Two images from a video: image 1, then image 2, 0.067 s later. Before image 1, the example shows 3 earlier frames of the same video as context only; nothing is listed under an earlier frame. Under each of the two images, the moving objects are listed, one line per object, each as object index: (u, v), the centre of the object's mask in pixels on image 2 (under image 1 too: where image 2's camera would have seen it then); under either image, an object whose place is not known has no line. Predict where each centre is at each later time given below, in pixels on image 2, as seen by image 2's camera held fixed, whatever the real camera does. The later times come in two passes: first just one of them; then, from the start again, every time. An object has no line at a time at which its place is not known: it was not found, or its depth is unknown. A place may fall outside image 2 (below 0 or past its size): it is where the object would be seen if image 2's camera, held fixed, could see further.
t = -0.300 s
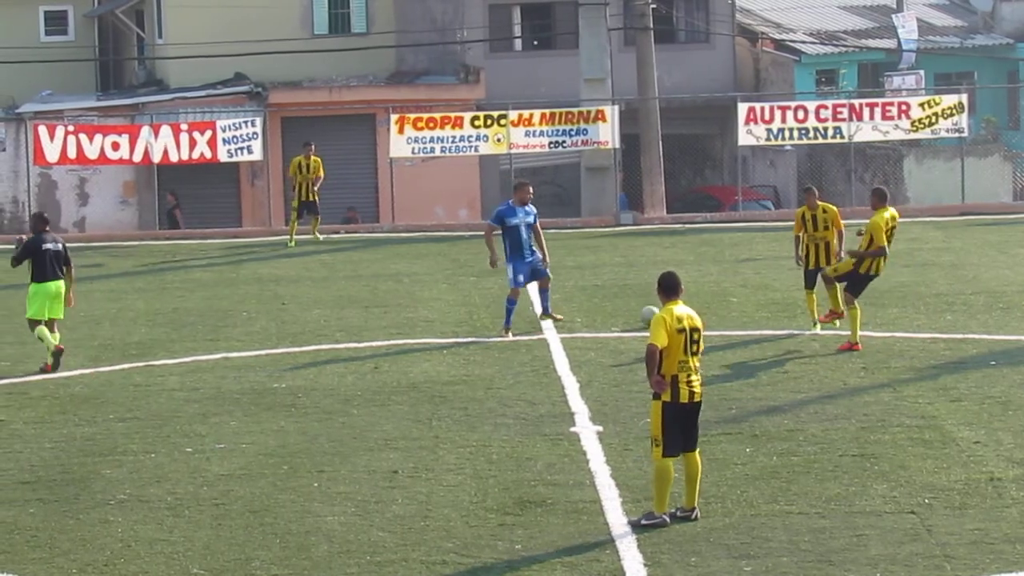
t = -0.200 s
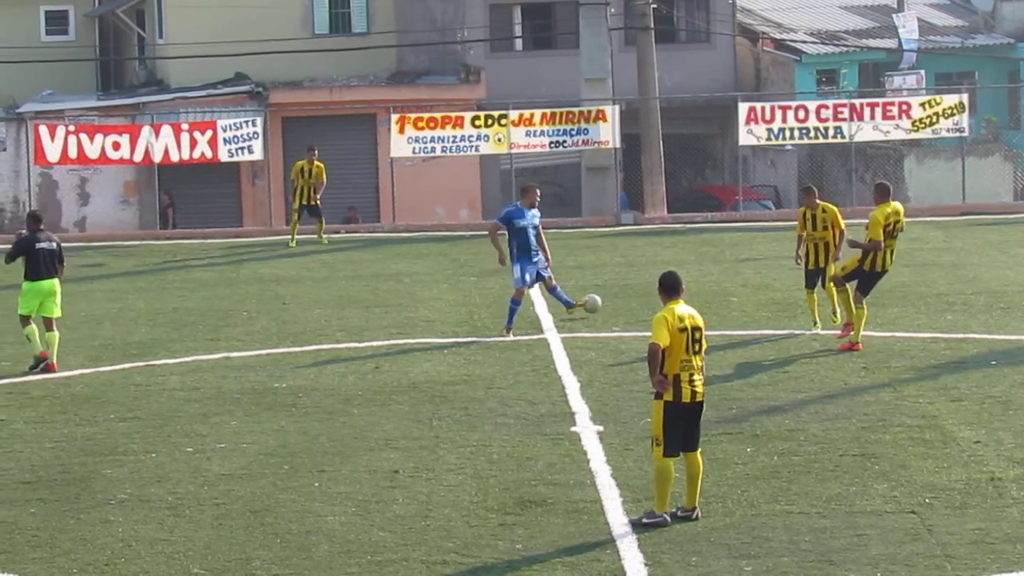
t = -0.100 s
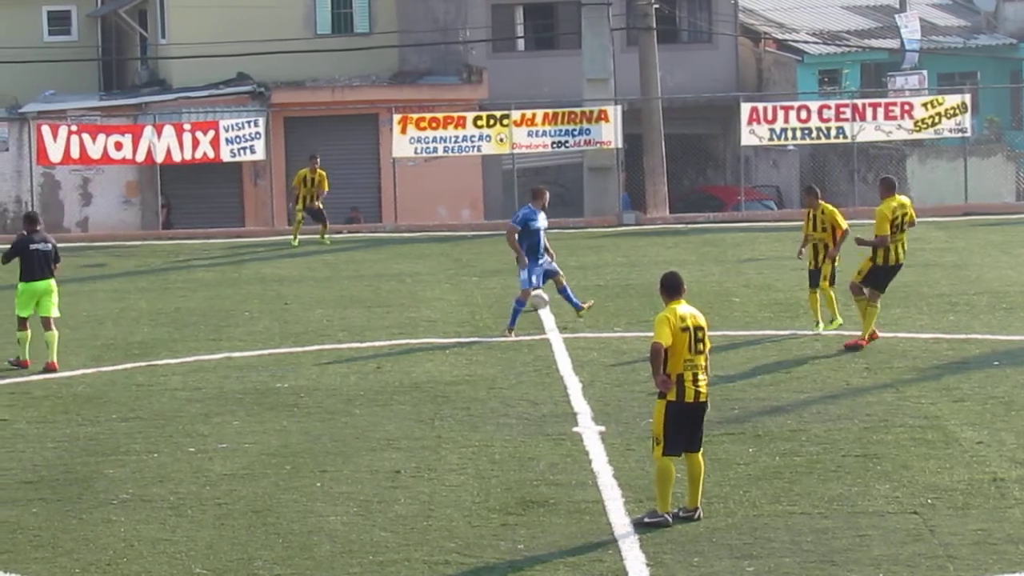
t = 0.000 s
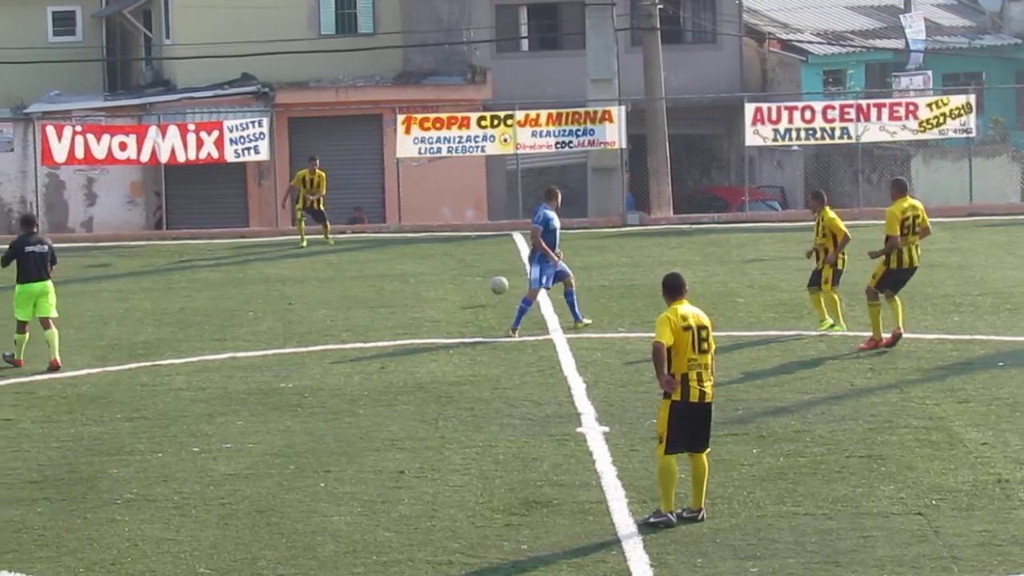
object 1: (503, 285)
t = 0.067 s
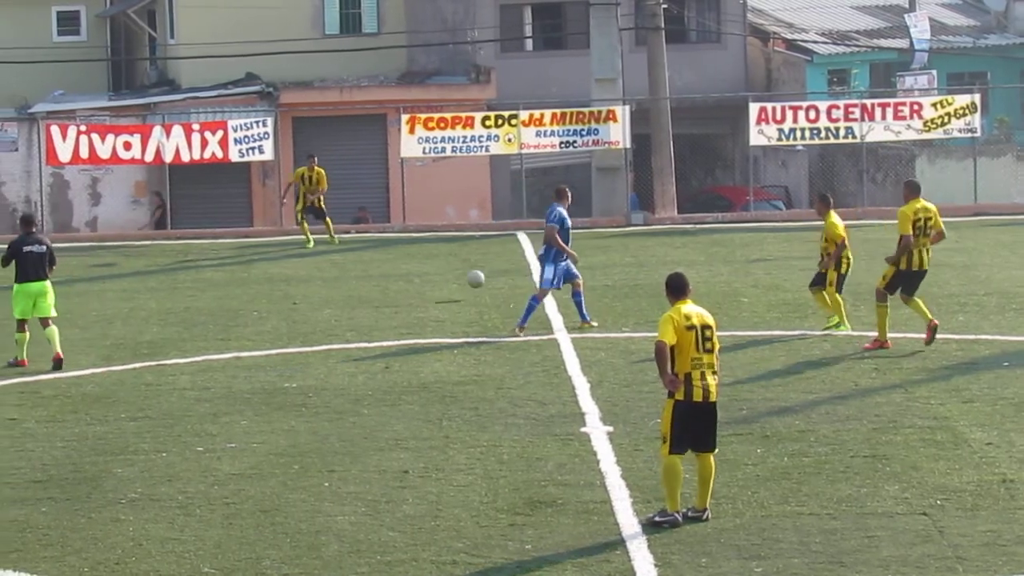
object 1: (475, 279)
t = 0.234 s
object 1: (416, 280)
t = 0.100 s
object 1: (463, 278)
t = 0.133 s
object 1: (451, 277)
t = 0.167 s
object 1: (439, 278)
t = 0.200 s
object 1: (427, 280)
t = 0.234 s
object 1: (416, 280)
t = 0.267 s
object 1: (407, 276)
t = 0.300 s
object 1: (398, 273)
